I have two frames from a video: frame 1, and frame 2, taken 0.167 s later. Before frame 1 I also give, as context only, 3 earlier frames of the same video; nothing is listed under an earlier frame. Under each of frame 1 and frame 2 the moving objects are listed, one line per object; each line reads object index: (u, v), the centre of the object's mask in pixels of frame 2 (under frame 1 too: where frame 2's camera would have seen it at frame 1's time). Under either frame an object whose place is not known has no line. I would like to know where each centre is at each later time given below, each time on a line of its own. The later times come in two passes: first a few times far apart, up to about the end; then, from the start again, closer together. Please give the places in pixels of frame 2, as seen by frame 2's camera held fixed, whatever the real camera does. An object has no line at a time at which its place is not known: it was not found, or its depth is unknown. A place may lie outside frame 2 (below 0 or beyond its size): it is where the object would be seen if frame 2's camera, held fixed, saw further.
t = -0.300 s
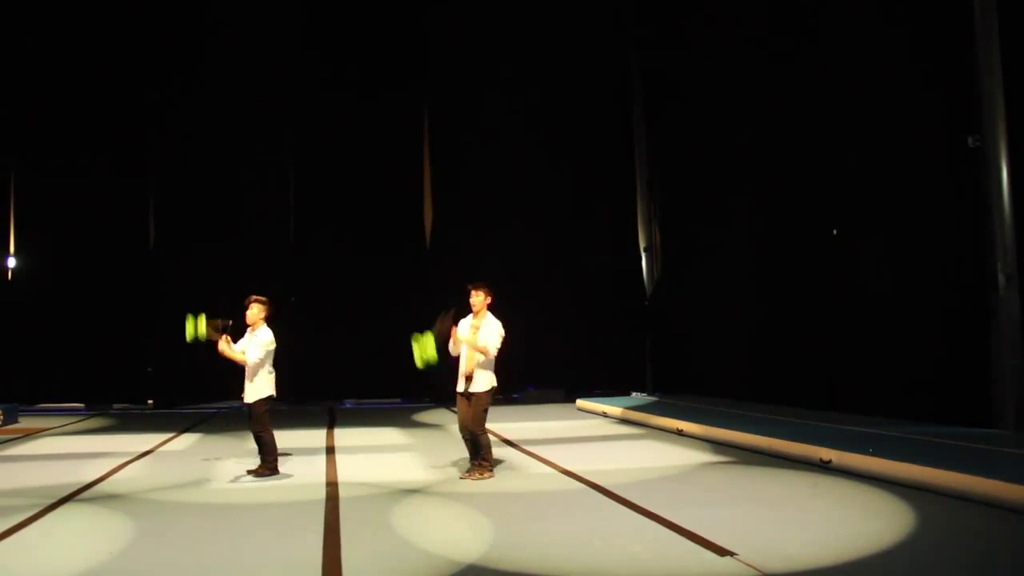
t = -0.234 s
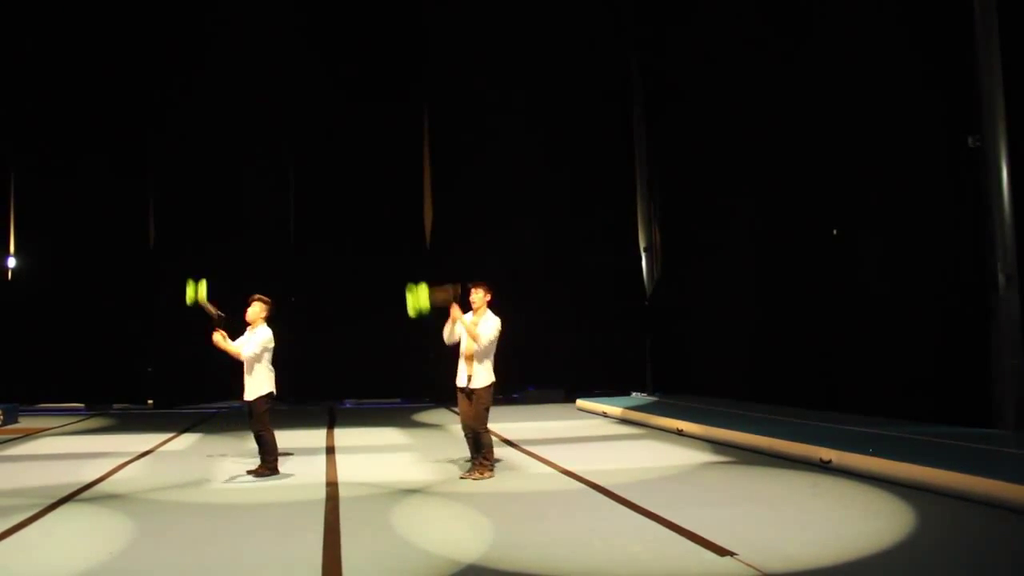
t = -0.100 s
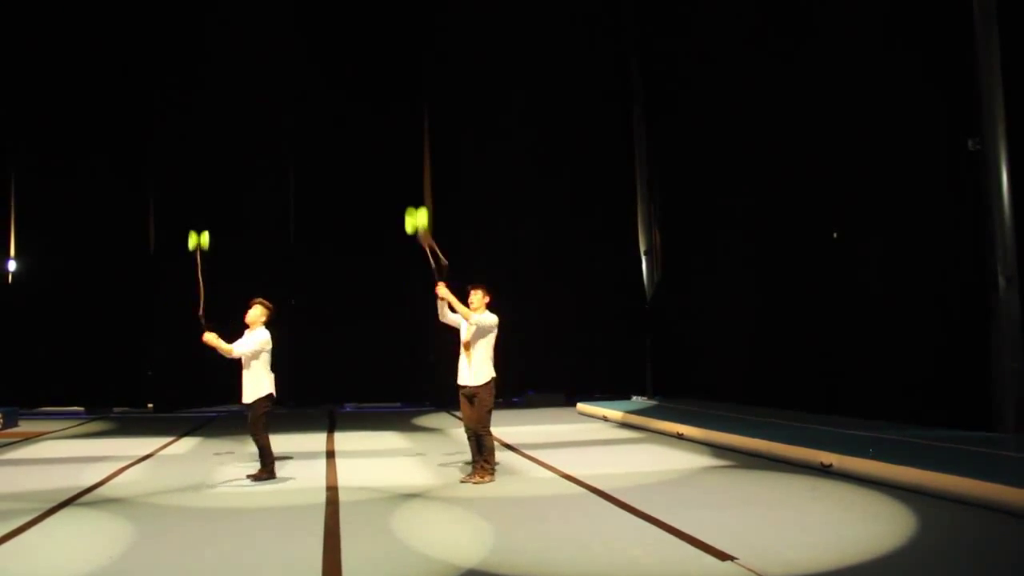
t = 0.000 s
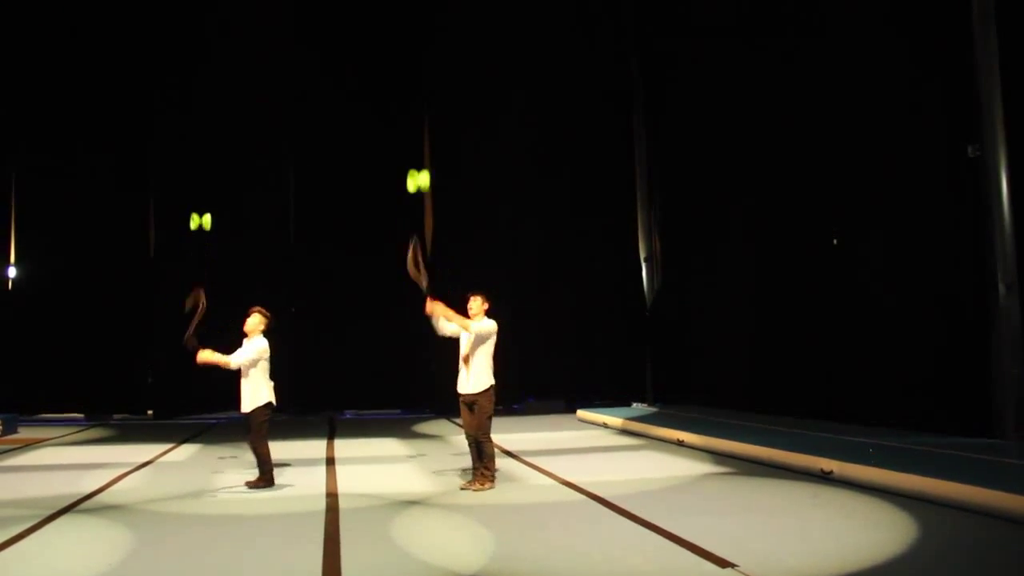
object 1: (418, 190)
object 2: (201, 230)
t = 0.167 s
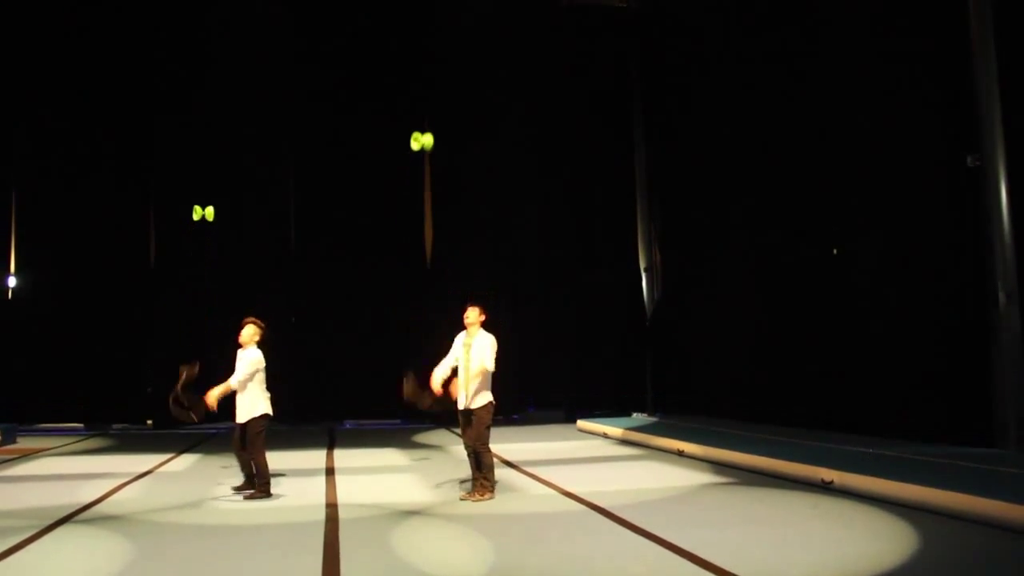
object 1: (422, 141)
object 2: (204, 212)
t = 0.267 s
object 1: (424, 128)
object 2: (205, 217)
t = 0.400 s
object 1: (427, 126)
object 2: (206, 240)
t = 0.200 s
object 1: (423, 136)
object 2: (204, 213)
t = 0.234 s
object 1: (423, 131)
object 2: (204, 214)
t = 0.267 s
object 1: (424, 128)
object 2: (205, 217)
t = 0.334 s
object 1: (426, 124)
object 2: (205, 226)
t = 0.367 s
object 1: (426, 124)
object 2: (205, 232)
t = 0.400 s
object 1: (427, 126)
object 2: (206, 240)
